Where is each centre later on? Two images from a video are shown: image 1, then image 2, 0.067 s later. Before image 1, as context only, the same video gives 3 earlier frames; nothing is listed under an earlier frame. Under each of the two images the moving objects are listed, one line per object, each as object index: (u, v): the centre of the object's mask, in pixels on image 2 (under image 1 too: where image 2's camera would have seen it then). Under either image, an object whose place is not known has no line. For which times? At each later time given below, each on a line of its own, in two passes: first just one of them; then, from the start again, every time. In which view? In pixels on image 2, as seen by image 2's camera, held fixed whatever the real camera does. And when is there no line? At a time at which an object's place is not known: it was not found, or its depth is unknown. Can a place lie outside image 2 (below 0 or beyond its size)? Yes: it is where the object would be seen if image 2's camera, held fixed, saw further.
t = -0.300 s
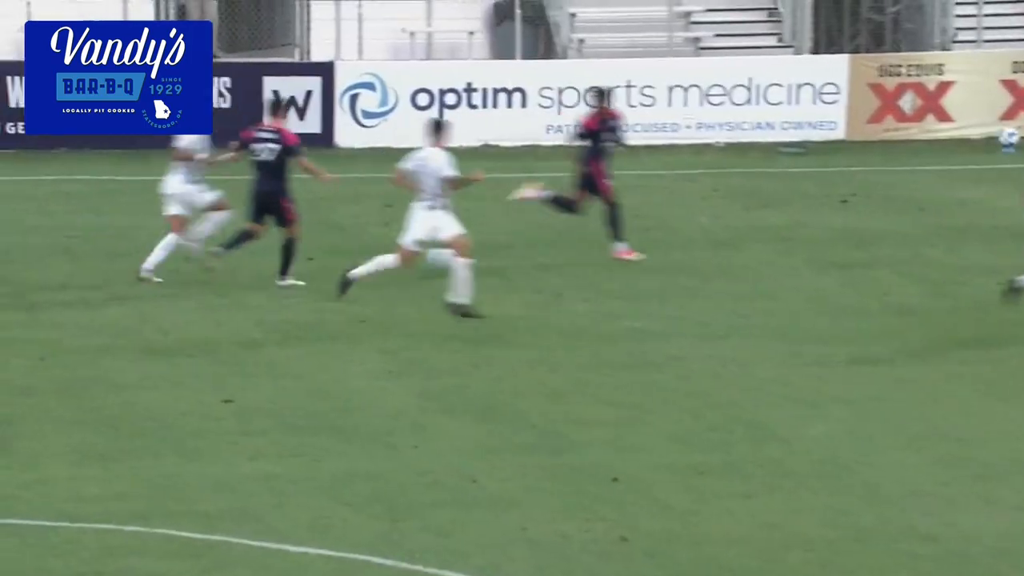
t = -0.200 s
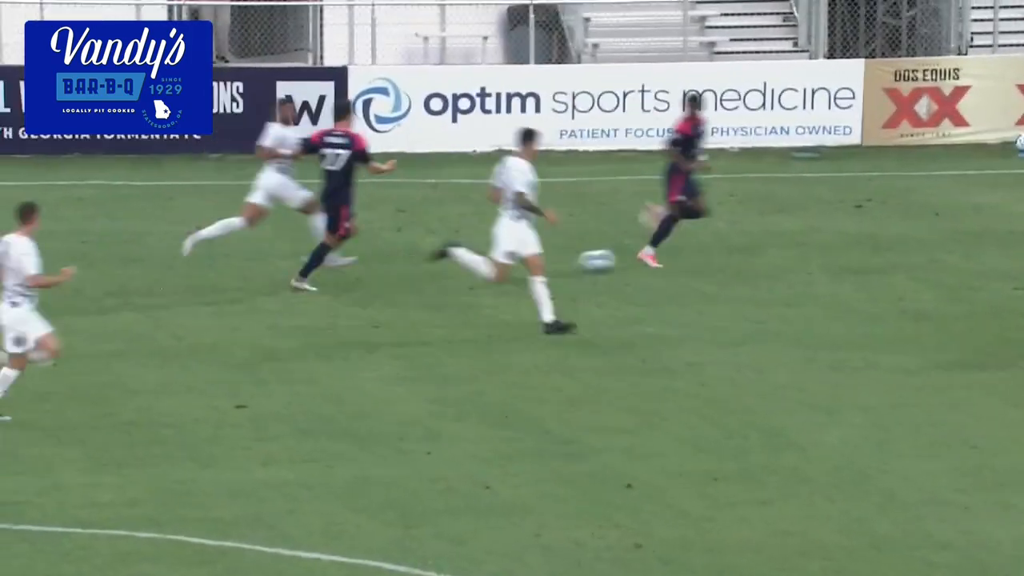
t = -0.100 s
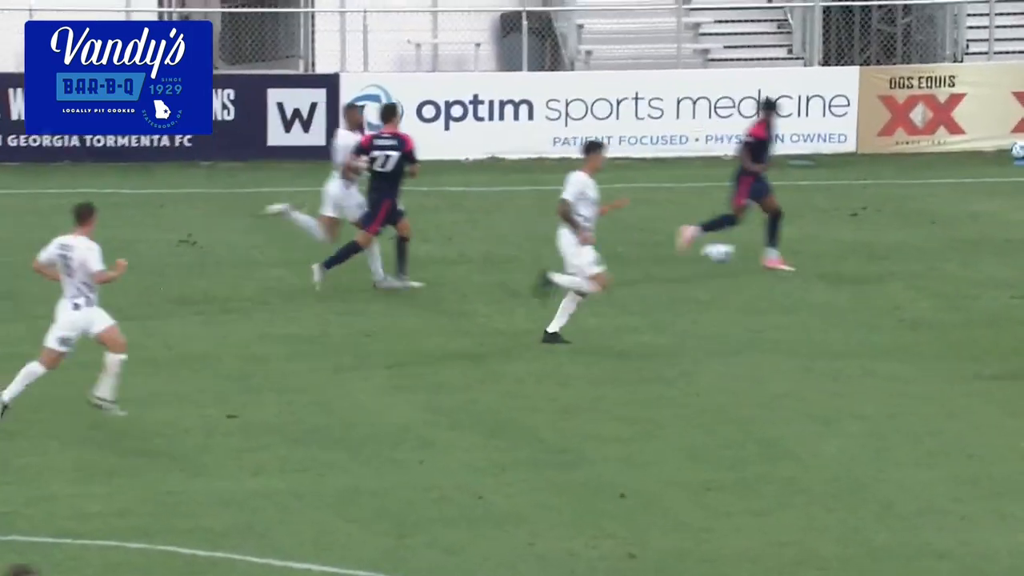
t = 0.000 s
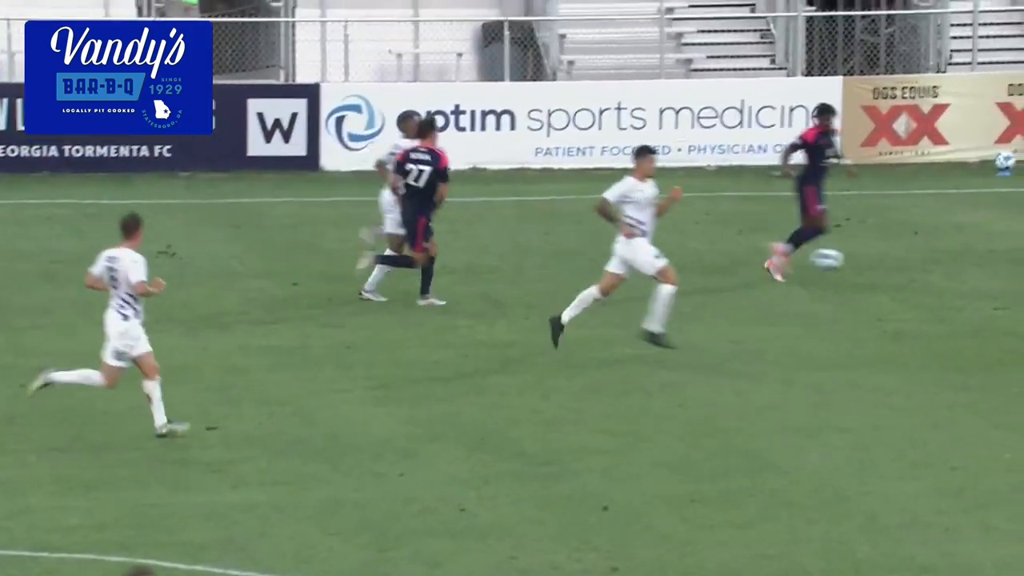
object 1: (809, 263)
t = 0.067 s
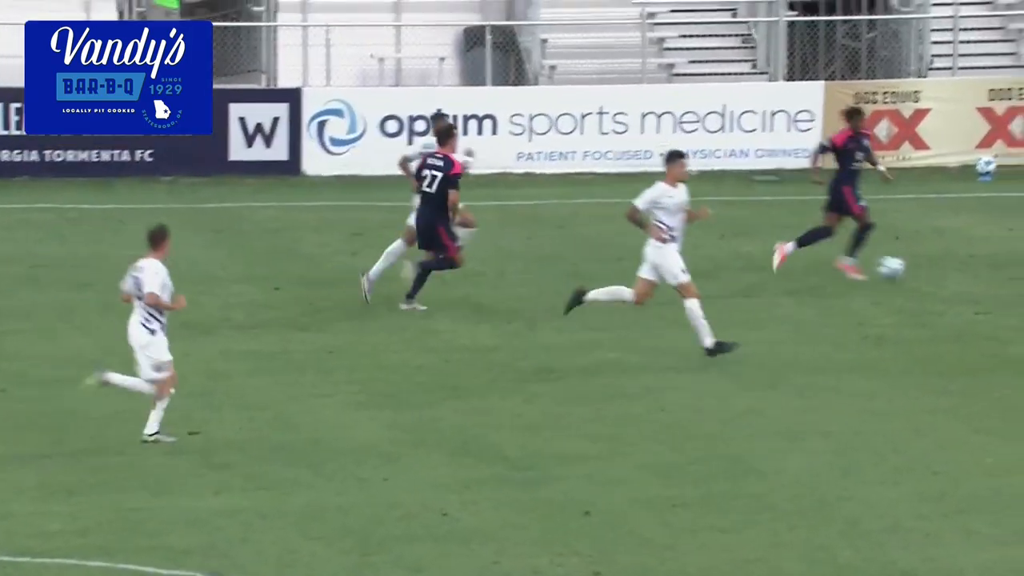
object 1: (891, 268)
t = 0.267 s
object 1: (1124, 258)
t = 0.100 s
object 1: (932, 271)
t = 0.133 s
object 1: (970, 266)
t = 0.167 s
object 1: (1007, 262)
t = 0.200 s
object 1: (1045, 259)
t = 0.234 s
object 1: (1083, 258)
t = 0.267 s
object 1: (1124, 258)
